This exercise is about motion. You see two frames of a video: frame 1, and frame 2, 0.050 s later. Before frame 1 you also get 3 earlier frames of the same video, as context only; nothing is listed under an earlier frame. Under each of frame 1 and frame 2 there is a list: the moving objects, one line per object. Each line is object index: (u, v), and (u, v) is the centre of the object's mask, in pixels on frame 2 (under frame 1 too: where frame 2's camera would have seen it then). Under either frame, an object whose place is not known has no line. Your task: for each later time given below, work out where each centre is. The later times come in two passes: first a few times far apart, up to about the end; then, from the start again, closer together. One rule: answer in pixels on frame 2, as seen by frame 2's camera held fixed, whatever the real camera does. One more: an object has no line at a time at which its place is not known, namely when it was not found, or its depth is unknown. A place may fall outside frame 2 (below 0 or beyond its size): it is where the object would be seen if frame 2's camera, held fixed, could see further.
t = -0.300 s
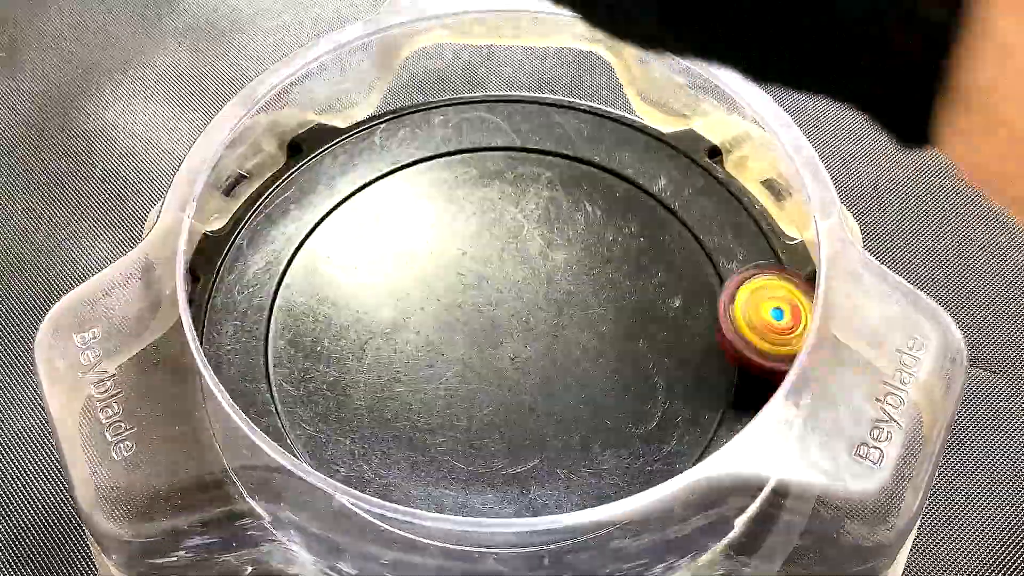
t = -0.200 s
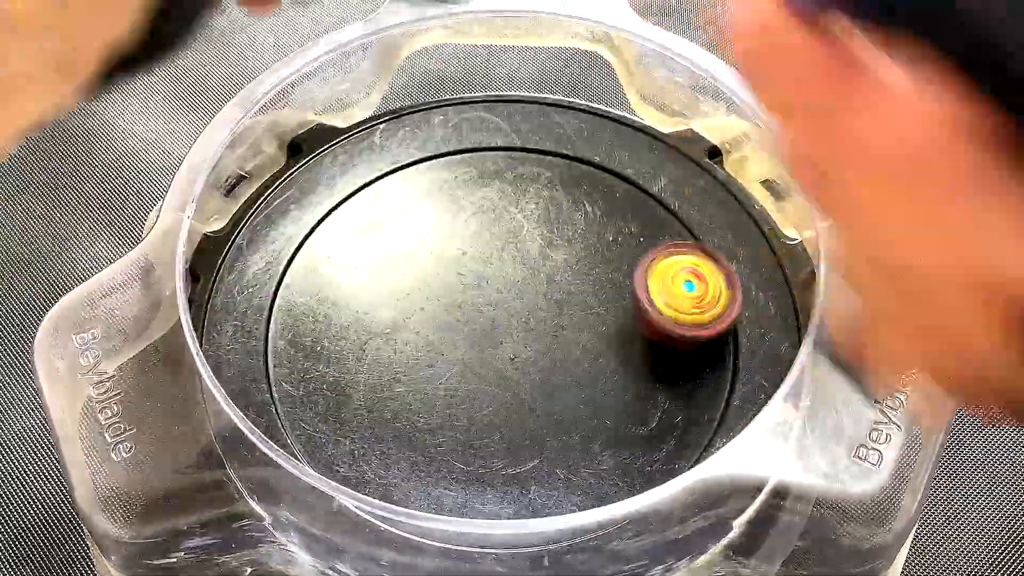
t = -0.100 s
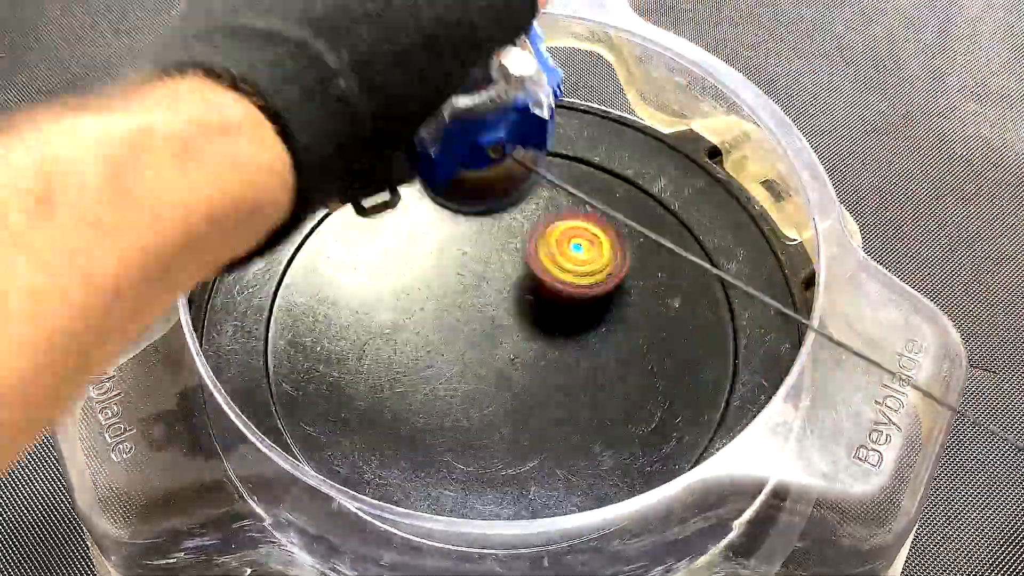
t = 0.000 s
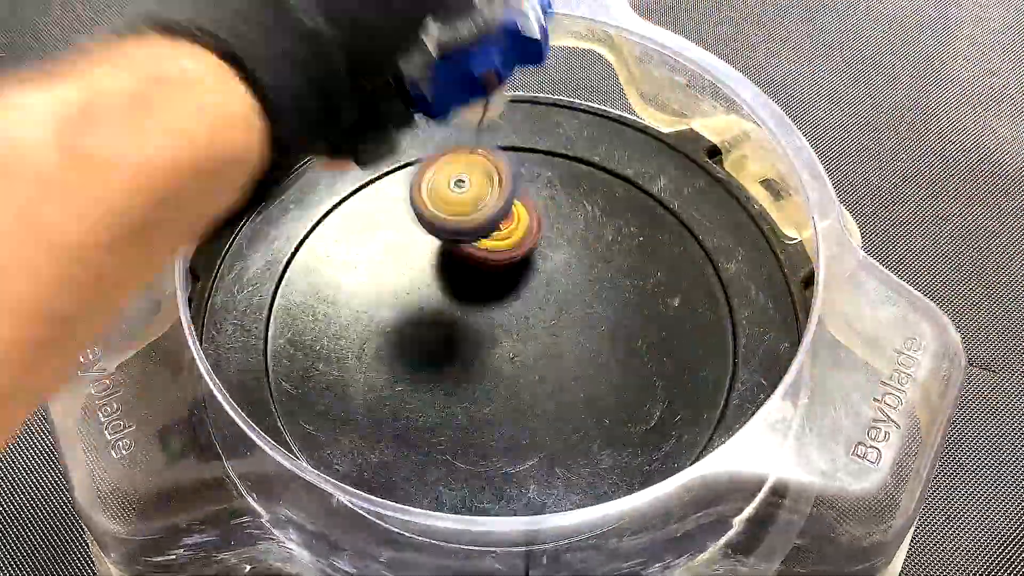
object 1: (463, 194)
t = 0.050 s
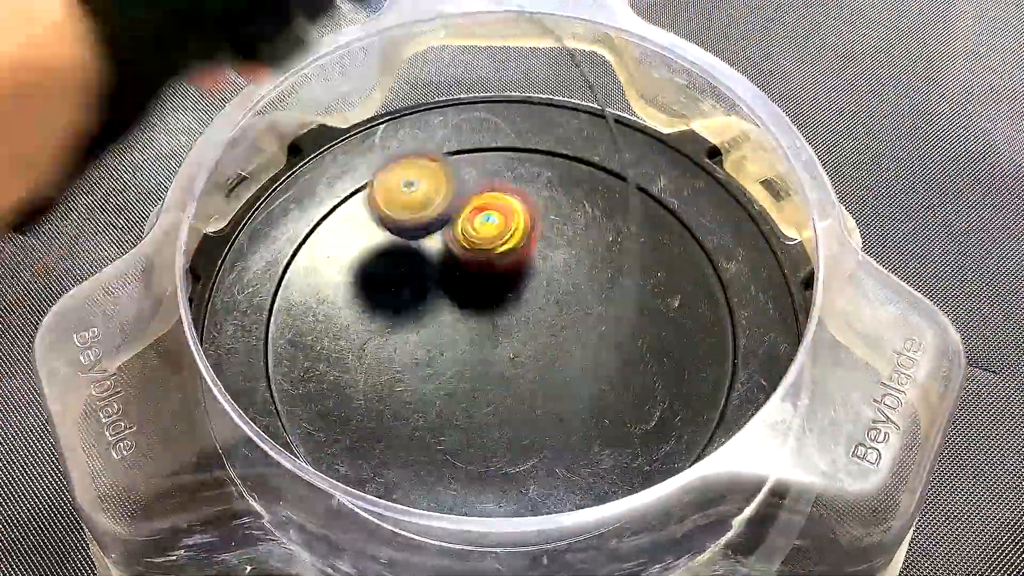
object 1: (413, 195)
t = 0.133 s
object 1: (302, 156)
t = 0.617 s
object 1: (596, 277)
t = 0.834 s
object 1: (645, 288)
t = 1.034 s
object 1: (540, 306)
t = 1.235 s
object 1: (477, 257)
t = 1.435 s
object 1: (483, 251)
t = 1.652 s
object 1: (572, 270)
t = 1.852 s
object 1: (593, 335)
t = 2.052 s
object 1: (704, 345)
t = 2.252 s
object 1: (572, 359)
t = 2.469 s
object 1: (506, 313)
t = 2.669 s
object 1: (580, 273)
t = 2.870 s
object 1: (614, 296)
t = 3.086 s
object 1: (595, 323)
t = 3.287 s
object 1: (618, 288)
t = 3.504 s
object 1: (587, 297)
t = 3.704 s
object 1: (539, 279)
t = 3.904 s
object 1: (568, 152)
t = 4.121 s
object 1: (605, 121)
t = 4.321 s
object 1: (562, 305)
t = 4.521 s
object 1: (590, 207)
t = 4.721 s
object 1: (558, 221)
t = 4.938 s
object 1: (619, 225)
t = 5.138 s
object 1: (696, 270)
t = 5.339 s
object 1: (618, 368)
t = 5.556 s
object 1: (641, 438)
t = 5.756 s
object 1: (561, 445)
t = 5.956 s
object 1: (497, 418)
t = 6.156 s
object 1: (489, 381)
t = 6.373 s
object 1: (605, 460)
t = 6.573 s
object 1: (613, 451)
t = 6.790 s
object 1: (568, 375)
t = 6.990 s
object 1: (563, 310)
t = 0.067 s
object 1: (388, 185)
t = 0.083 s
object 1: (361, 177)
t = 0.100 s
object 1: (336, 172)
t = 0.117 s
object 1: (316, 167)
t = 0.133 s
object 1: (302, 156)
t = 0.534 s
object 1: (540, 291)
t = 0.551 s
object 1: (550, 293)
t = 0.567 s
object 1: (564, 295)
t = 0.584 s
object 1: (575, 287)
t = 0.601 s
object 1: (587, 281)
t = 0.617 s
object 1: (596, 277)
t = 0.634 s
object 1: (608, 276)
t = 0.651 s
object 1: (618, 279)
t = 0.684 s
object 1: (633, 277)
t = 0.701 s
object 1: (639, 272)
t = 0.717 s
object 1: (643, 267)
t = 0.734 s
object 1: (646, 267)
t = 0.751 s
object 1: (651, 269)
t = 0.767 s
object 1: (652, 275)
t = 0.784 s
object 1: (654, 280)
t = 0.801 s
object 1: (652, 282)
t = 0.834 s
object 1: (645, 288)
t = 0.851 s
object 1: (640, 292)
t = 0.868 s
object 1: (634, 297)
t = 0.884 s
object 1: (626, 308)
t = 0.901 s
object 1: (617, 309)
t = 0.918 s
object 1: (604, 309)
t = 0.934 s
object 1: (593, 313)
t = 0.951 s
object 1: (578, 314)
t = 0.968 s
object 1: (567, 313)
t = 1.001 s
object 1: (551, 308)
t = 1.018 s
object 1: (547, 305)
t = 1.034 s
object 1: (540, 306)
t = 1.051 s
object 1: (536, 310)
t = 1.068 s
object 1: (529, 303)
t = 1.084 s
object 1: (522, 298)
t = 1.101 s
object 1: (516, 292)
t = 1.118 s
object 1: (509, 286)
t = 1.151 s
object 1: (498, 276)
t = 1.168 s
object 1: (492, 270)
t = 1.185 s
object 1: (489, 264)
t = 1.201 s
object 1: (483, 259)
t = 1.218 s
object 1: (480, 259)
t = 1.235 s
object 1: (477, 257)
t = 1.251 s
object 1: (474, 251)
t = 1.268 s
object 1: (473, 249)
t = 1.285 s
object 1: (472, 247)
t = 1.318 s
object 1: (471, 249)
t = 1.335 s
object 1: (470, 245)
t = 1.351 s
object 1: (471, 245)
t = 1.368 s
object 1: (473, 245)
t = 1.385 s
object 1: (474, 249)
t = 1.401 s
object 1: (477, 249)
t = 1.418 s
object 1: (481, 250)
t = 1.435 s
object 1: (483, 251)
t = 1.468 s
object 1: (493, 261)
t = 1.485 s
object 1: (497, 263)
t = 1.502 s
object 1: (504, 265)
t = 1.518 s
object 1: (510, 265)
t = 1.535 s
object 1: (516, 267)
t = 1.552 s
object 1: (523, 268)
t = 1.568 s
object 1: (530, 267)
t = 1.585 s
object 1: (539, 267)
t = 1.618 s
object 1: (557, 266)
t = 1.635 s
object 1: (563, 268)
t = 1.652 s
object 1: (572, 270)
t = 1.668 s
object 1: (577, 272)
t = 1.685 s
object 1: (582, 275)
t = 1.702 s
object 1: (588, 280)
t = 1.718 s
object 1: (592, 284)
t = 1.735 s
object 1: (591, 290)
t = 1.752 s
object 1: (594, 295)
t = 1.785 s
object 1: (594, 309)
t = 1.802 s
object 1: (593, 317)
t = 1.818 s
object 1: (591, 322)
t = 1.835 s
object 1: (585, 330)
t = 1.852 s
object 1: (593, 335)
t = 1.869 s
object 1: (610, 336)
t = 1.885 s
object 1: (626, 339)
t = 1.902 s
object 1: (639, 337)
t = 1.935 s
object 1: (668, 340)
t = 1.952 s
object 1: (680, 343)
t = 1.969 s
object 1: (686, 339)
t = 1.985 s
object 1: (692, 338)
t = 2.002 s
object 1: (699, 338)
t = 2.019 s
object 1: (703, 340)
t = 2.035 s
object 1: (704, 344)
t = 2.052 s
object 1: (704, 345)
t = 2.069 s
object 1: (703, 347)
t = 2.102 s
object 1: (694, 348)
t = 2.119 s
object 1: (686, 351)
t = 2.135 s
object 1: (676, 350)
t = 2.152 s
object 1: (665, 352)
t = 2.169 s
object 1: (653, 354)
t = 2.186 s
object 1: (638, 358)
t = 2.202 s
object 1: (623, 360)
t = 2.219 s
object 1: (607, 360)
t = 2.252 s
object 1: (572, 359)
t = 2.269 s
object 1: (553, 356)
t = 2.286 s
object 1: (535, 355)
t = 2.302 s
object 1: (518, 351)
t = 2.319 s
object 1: (509, 342)
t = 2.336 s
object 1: (507, 339)
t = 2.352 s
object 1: (504, 339)
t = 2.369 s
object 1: (504, 339)
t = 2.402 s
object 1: (502, 329)
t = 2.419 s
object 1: (501, 327)
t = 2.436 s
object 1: (500, 323)
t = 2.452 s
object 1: (502, 317)
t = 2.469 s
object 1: (506, 313)
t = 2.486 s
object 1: (512, 311)
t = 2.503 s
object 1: (517, 309)
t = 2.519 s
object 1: (522, 305)
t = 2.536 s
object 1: (529, 301)
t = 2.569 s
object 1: (542, 289)
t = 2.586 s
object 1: (548, 286)
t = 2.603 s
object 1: (555, 284)
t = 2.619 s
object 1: (561, 280)
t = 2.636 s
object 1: (566, 277)
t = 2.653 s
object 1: (572, 274)
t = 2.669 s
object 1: (580, 273)
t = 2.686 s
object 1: (586, 273)
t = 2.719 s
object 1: (599, 268)
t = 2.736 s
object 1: (605, 271)
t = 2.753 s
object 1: (608, 271)
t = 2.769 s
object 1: (610, 273)
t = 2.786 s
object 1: (613, 276)
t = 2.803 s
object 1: (616, 281)
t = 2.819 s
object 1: (616, 283)
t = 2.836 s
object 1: (616, 285)
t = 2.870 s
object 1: (614, 296)
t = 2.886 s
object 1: (609, 299)
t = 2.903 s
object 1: (606, 304)
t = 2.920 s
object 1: (607, 305)
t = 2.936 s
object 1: (610, 305)
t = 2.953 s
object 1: (611, 305)
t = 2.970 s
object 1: (611, 305)
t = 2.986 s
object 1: (612, 309)
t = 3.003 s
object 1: (611, 310)
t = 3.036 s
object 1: (605, 314)
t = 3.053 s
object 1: (602, 317)
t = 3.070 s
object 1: (598, 320)
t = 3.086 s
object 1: (595, 323)
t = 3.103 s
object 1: (593, 324)
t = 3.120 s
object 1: (591, 326)
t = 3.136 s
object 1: (588, 325)
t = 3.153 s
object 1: (594, 319)
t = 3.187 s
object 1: (601, 309)
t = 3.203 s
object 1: (604, 304)
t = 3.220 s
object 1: (609, 298)
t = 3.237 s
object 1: (613, 295)
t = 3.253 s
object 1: (615, 291)
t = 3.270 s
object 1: (616, 290)
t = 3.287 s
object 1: (618, 288)
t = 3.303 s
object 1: (618, 286)
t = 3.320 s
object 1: (618, 284)
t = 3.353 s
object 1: (615, 285)
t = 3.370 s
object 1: (612, 285)
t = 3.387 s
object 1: (608, 286)
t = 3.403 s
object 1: (606, 288)
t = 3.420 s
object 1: (603, 289)
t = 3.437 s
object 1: (600, 291)
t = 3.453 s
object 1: (597, 293)
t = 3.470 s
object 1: (594, 295)
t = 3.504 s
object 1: (587, 297)
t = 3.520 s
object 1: (583, 298)
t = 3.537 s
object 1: (579, 298)
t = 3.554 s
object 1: (574, 297)
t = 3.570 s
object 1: (570, 296)
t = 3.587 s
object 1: (564, 295)
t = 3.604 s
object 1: (559, 292)
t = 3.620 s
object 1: (555, 291)
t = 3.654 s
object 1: (547, 286)
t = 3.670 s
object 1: (544, 284)
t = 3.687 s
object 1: (541, 281)
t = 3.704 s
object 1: (539, 279)
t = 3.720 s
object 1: (537, 276)
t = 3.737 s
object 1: (537, 276)
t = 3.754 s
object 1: (536, 274)
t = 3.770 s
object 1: (536, 274)
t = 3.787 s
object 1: (536, 273)
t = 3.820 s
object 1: (545, 241)
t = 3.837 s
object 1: (551, 220)
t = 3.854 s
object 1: (554, 201)
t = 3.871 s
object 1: (559, 183)
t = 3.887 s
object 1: (564, 166)
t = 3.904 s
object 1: (568, 152)
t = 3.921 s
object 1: (571, 138)
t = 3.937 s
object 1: (574, 126)
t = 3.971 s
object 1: (580, 111)
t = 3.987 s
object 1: (583, 105)
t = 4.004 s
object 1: (588, 101)
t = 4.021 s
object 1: (590, 99)
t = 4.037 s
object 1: (595, 98)
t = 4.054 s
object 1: (597, 99)
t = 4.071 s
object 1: (598, 102)
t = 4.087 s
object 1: (600, 107)
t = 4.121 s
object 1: (605, 121)
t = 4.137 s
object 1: (607, 130)
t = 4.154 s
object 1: (608, 141)
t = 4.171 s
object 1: (609, 153)
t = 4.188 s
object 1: (609, 168)
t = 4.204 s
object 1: (607, 184)
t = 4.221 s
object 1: (605, 200)
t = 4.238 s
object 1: (602, 218)
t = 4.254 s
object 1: (597, 234)
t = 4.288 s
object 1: (582, 273)
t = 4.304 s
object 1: (572, 291)
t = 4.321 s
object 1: (562, 305)
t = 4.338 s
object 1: (551, 324)
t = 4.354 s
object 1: (554, 313)
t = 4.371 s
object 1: (564, 302)
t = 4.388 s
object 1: (570, 291)
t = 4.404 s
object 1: (576, 276)
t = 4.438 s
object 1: (587, 251)
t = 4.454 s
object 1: (588, 239)
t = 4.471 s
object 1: (588, 227)
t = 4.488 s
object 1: (592, 218)
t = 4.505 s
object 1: (592, 213)
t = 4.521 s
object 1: (590, 207)
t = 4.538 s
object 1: (587, 202)
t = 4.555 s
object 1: (586, 197)
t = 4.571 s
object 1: (587, 195)
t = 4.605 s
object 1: (579, 195)
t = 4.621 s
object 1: (577, 194)
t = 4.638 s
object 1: (575, 197)
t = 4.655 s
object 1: (571, 202)
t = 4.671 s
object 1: (567, 206)
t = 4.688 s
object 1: (562, 208)
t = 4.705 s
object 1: (562, 214)
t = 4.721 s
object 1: (558, 221)
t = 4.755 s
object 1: (551, 233)
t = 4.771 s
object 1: (549, 238)
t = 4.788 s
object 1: (543, 248)
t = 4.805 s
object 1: (536, 255)
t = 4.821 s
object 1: (533, 262)
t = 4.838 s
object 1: (541, 263)
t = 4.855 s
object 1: (551, 256)
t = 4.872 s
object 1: (559, 247)
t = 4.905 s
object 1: (583, 234)
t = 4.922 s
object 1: (602, 227)
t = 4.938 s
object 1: (619, 225)
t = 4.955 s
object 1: (635, 225)
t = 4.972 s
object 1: (652, 229)
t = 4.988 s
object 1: (667, 231)
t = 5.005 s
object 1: (676, 229)
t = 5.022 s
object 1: (683, 229)
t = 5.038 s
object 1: (692, 231)
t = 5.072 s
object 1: (700, 242)
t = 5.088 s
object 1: (701, 247)
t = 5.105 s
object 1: (701, 253)
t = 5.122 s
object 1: (699, 262)
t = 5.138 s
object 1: (696, 270)
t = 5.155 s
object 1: (694, 279)
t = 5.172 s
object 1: (691, 289)
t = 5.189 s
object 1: (685, 297)
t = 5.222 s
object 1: (674, 315)
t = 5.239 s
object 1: (668, 324)
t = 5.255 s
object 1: (659, 332)
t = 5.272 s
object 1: (652, 341)
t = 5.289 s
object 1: (644, 349)
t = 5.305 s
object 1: (635, 356)
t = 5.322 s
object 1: (627, 363)
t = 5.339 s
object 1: (618, 368)
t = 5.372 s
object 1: (629, 382)
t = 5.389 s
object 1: (641, 392)
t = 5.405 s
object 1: (649, 400)
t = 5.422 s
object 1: (656, 407)
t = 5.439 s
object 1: (660, 412)
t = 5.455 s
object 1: (661, 416)
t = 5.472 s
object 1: (660, 420)
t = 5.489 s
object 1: (659, 423)
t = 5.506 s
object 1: (655, 428)
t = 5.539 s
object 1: (647, 435)
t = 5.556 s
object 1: (641, 438)
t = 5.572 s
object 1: (635, 441)
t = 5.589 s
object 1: (630, 445)
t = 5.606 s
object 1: (623, 447)
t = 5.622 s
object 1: (616, 449)
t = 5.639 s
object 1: (611, 450)
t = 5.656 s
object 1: (603, 451)
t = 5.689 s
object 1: (590, 451)
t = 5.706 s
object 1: (581, 450)
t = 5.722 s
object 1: (575, 448)
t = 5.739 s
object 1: (569, 447)
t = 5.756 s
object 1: (561, 445)
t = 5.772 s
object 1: (555, 441)
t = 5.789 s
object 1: (549, 438)
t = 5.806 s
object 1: (540, 433)
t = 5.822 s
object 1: (531, 429)
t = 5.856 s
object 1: (515, 421)
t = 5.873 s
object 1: (509, 415)
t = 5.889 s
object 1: (502, 411)
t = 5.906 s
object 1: (500, 412)
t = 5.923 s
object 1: (500, 416)
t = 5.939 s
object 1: (499, 418)
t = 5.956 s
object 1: (497, 418)
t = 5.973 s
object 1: (497, 418)
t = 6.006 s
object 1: (494, 415)
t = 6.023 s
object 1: (493, 414)
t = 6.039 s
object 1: (491, 411)
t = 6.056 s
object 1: (490, 408)
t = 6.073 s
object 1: (490, 405)
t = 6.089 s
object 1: (489, 400)
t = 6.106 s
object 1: (489, 395)
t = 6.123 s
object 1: (488, 391)
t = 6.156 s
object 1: (489, 381)
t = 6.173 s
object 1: (488, 376)
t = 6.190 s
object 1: (489, 372)
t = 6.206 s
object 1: (495, 370)
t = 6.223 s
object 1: (510, 389)
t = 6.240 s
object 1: (526, 404)
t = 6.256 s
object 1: (540, 416)
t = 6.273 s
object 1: (556, 429)
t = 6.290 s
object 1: (567, 441)
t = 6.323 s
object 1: (589, 453)
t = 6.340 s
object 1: (596, 457)
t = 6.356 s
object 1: (602, 458)
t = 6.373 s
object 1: (605, 460)
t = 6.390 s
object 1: (608, 461)
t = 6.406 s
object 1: (608, 461)
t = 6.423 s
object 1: (610, 462)
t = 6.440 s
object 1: (610, 462)
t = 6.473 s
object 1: (612, 461)
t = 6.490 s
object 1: (613, 460)
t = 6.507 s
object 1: (614, 459)
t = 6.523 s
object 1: (614, 457)
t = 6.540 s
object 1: (615, 456)
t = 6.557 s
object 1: (613, 454)
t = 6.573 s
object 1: (613, 451)
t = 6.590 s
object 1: (611, 449)
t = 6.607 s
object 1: (610, 445)
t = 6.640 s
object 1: (604, 436)
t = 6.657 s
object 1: (601, 431)
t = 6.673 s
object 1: (596, 424)
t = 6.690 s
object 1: (592, 418)
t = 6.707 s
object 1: (587, 414)
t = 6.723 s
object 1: (582, 405)
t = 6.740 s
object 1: (579, 397)
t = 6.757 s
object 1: (575, 390)
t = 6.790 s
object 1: (568, 375)
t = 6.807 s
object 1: (564, 370)
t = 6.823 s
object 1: (560, 360)
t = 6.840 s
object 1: (557, 354)
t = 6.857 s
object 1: (552, 347)
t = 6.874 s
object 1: (548, 341)
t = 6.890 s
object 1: (550, 333)
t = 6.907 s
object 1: (554, 325)
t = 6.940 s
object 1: (560, 316)
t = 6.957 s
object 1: (562, 316)
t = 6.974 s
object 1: (563, 316)
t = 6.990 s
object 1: (563, 310)
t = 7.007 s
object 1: (561, 305)
